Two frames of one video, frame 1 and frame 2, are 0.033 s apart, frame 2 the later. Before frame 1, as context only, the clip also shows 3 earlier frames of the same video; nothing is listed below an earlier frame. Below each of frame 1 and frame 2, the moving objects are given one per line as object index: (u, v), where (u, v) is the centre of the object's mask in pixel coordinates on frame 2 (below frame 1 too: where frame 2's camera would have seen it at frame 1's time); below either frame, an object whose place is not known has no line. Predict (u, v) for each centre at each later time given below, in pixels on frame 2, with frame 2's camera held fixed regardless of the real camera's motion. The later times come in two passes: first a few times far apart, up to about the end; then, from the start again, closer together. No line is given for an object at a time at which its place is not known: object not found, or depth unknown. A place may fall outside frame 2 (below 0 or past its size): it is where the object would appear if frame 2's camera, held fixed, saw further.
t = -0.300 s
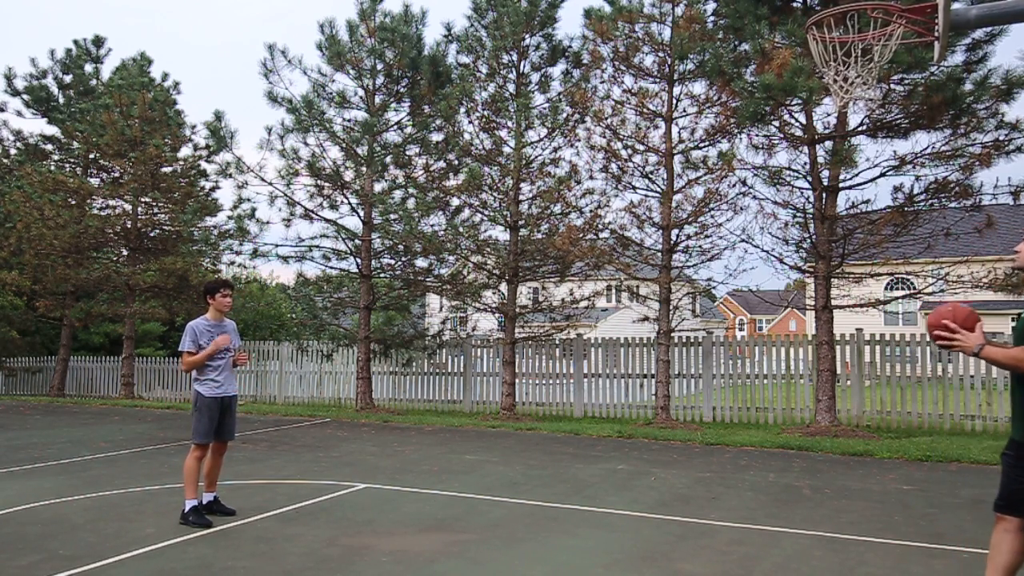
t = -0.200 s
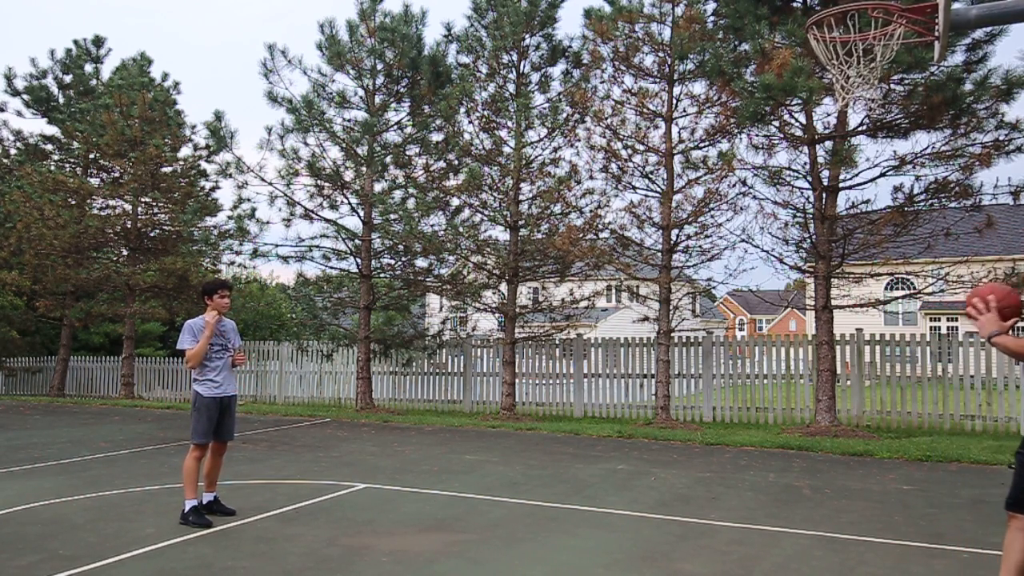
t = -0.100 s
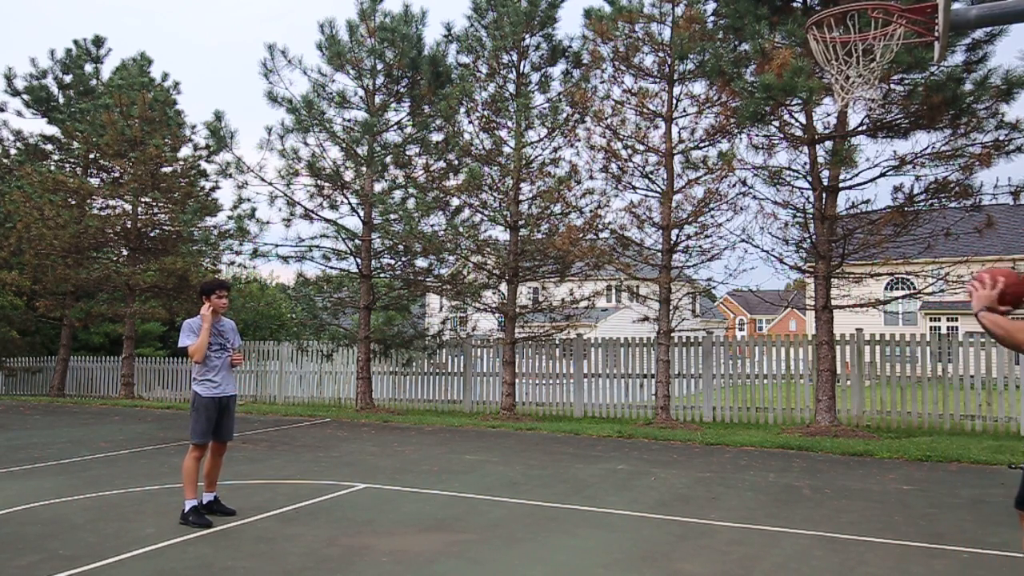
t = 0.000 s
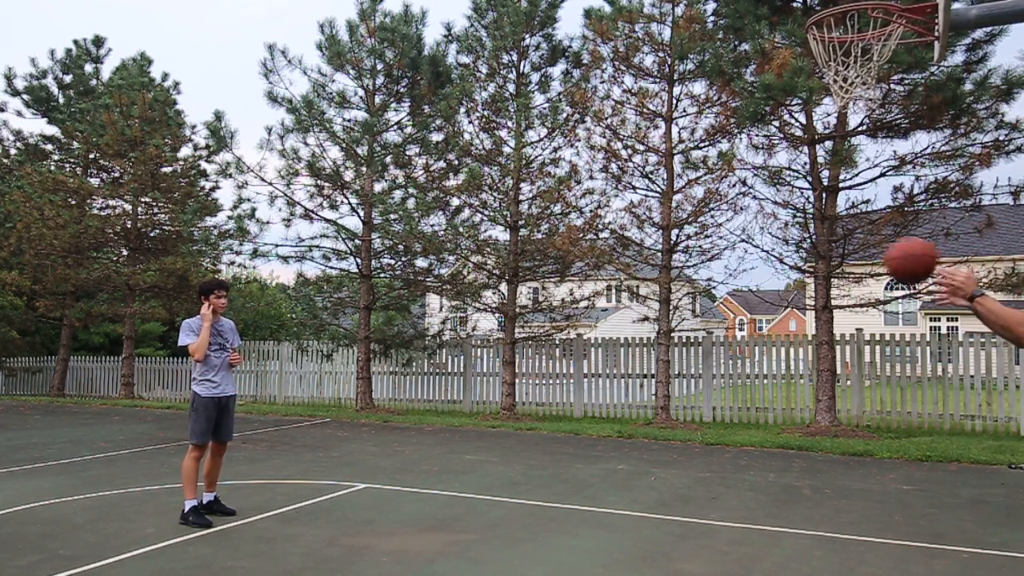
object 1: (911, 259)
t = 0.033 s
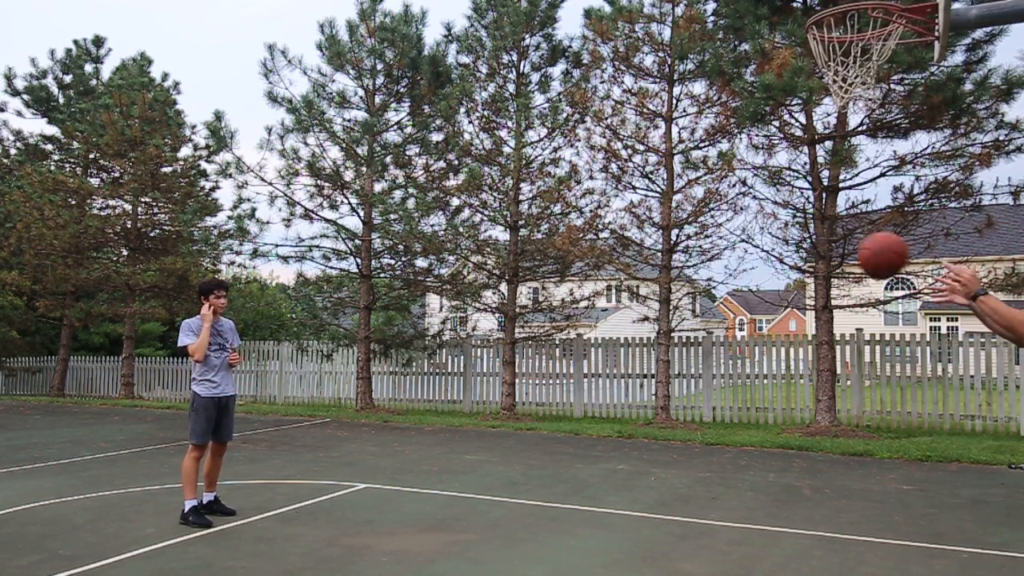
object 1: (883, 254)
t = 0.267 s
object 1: (705, 273)
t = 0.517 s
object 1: (551, 387)
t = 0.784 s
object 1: (424, 482)
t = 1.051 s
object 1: (338, 362)
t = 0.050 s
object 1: (868, 253)
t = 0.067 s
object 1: (854, 251)
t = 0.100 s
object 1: (828, 250)
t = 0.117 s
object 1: (815, 251)
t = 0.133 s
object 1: (802, 251)
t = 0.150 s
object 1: (789, 252)
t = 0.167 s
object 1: (777, 254)
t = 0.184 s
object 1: (764, 256)
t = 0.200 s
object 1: (752, 258)
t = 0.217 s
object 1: (740, 262)
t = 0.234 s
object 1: (728, 265)
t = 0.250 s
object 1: (717, 269)
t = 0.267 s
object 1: (705, 273)
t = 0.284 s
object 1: (693, 278)
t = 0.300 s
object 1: (682, 284)
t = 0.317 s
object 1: (672, 288)
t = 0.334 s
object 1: (660, 294)
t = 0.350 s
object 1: (650, 300)
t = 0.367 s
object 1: (639, 308)
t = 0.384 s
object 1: (630, 315)
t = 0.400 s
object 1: (619, 323)
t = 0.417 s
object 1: (609, 331)
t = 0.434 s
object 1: (599, 339)
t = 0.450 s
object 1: (589, 348)
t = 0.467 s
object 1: (580, 356)
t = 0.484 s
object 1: (571, 365)
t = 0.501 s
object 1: (560, 376)
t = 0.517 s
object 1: (551, 387)
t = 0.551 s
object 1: (532, 408)
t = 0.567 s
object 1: (524, 419)
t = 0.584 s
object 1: (516, 429)
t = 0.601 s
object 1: (506, 441)
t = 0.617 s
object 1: (498, 453)
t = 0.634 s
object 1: (489, 465)
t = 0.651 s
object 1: (480, 478)
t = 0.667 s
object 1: (472, 492)
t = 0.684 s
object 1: (463, 505)
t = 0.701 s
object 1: (455, 518)
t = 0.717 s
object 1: (447, 531)
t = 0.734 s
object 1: (441, 519)
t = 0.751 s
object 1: (435, 507)
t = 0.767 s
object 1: (430, 494)
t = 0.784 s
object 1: (424, 482)
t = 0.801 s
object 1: (418, 471)
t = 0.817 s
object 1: (413, 461)
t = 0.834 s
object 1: (407, 451)
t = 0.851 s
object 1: (401, 441)
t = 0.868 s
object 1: (396, 432)
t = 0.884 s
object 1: (390, 424)
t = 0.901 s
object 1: (385, 416)
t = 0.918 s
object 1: (380, 409)
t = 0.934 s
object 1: (374, 401)
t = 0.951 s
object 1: (369, 394)
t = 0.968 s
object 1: (364, 388)
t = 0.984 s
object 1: (359, 382)
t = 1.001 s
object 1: (355, 377)
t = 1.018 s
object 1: (349, 372)
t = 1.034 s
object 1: (343, 367)
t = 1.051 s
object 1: (338, 362)
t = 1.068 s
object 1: (334, 359)
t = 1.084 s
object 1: (328, 356)
